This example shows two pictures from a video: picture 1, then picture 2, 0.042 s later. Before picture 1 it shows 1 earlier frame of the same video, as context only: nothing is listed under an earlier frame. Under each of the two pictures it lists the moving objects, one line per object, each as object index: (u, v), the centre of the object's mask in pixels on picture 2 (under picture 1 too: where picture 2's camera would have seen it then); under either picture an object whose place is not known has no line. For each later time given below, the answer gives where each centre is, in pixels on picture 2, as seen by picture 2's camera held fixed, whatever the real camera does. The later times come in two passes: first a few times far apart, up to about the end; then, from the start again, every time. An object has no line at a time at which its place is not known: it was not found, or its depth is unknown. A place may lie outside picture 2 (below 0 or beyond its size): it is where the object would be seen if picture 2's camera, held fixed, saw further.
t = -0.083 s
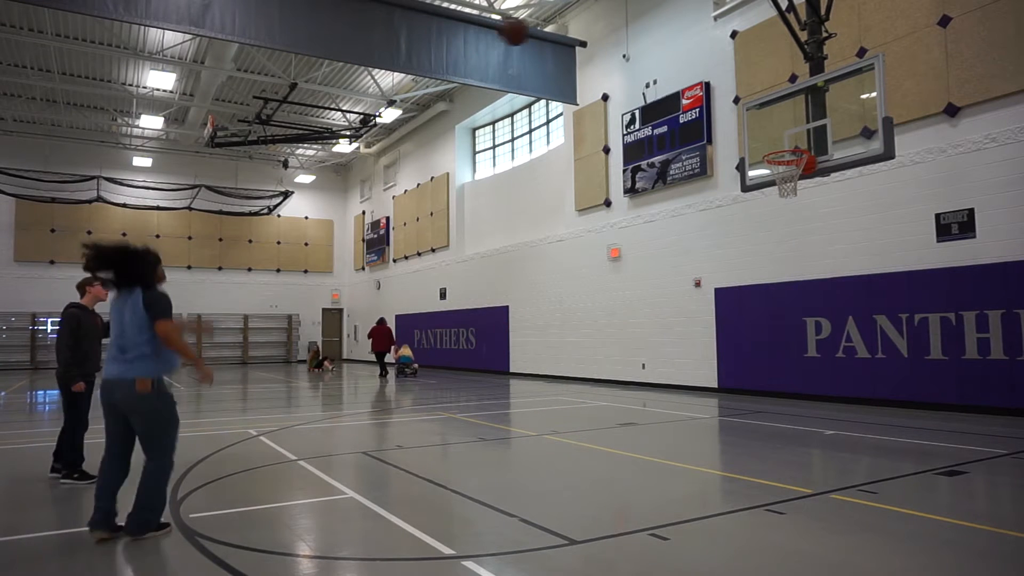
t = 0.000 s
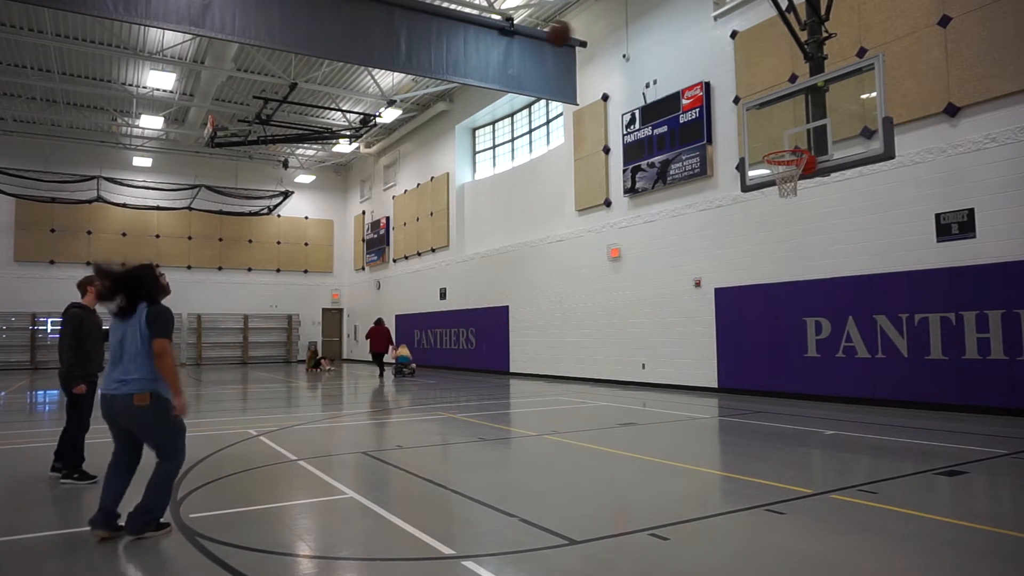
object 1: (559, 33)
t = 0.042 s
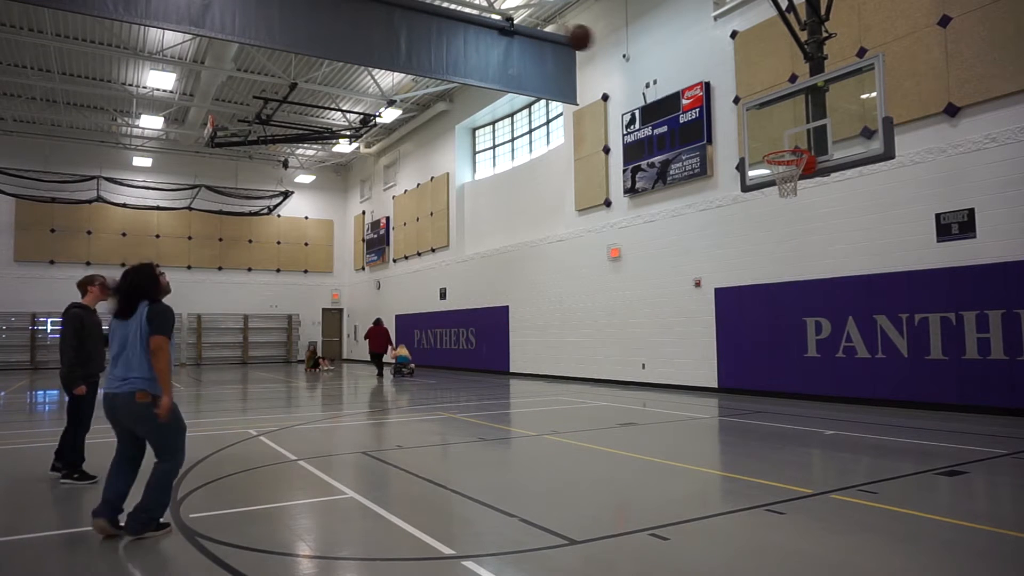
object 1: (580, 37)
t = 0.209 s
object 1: (651, 68)
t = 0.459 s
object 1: (739, 151)
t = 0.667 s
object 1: (799, 244)
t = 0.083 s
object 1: (599, 43)
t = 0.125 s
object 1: (617, 49)
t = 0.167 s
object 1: (634, 58)
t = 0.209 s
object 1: (651, 68)
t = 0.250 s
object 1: (667, 79)
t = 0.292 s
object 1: (683, 91)
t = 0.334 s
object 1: (699, 105)
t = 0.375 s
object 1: (712, 119)
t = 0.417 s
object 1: (725, 135)
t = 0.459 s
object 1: (739, 151)
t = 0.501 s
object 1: (751, 166)
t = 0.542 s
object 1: (764, 186)
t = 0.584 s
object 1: (776, 205)
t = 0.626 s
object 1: (788, 224)
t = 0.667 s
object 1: (799, 244)
